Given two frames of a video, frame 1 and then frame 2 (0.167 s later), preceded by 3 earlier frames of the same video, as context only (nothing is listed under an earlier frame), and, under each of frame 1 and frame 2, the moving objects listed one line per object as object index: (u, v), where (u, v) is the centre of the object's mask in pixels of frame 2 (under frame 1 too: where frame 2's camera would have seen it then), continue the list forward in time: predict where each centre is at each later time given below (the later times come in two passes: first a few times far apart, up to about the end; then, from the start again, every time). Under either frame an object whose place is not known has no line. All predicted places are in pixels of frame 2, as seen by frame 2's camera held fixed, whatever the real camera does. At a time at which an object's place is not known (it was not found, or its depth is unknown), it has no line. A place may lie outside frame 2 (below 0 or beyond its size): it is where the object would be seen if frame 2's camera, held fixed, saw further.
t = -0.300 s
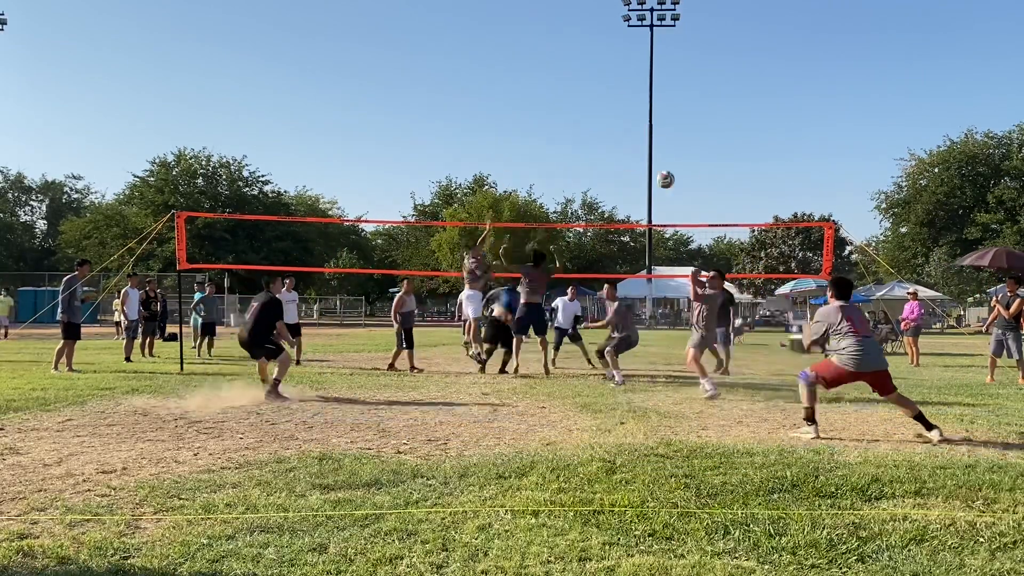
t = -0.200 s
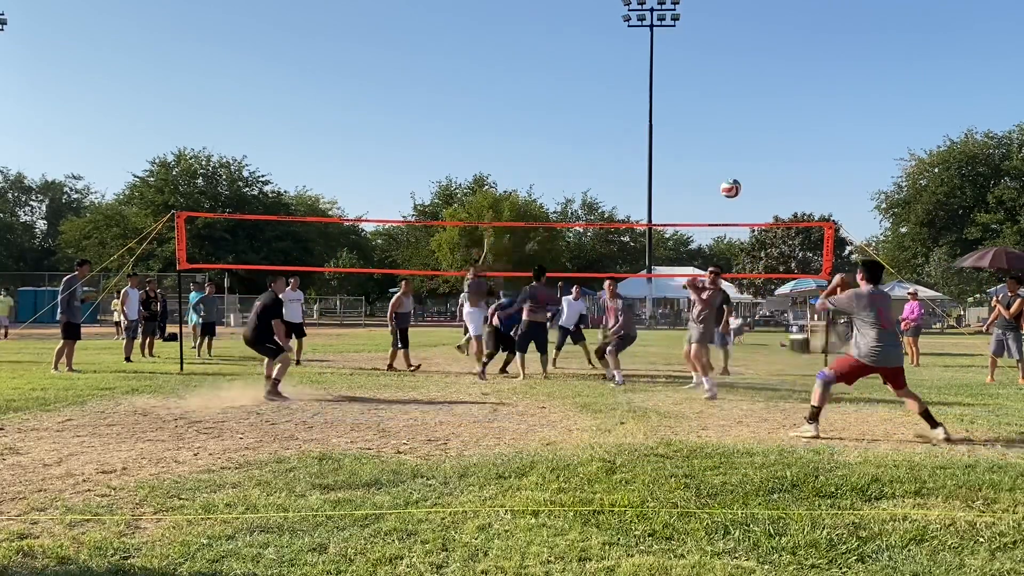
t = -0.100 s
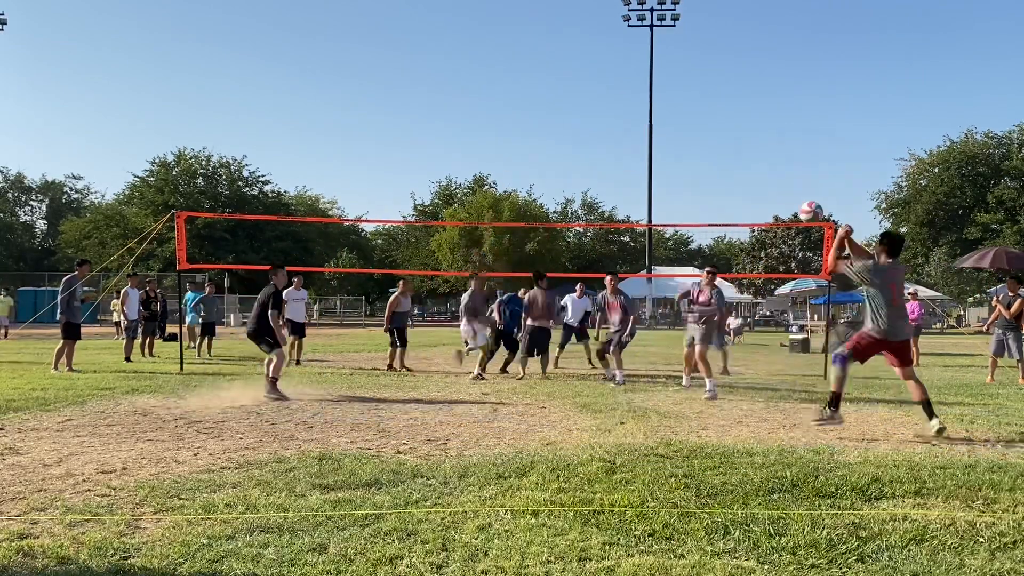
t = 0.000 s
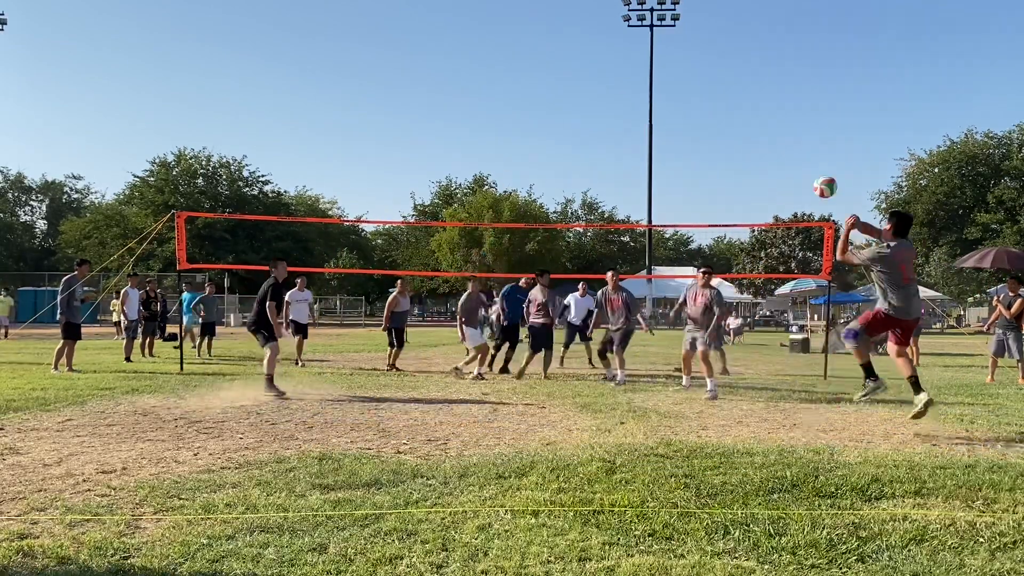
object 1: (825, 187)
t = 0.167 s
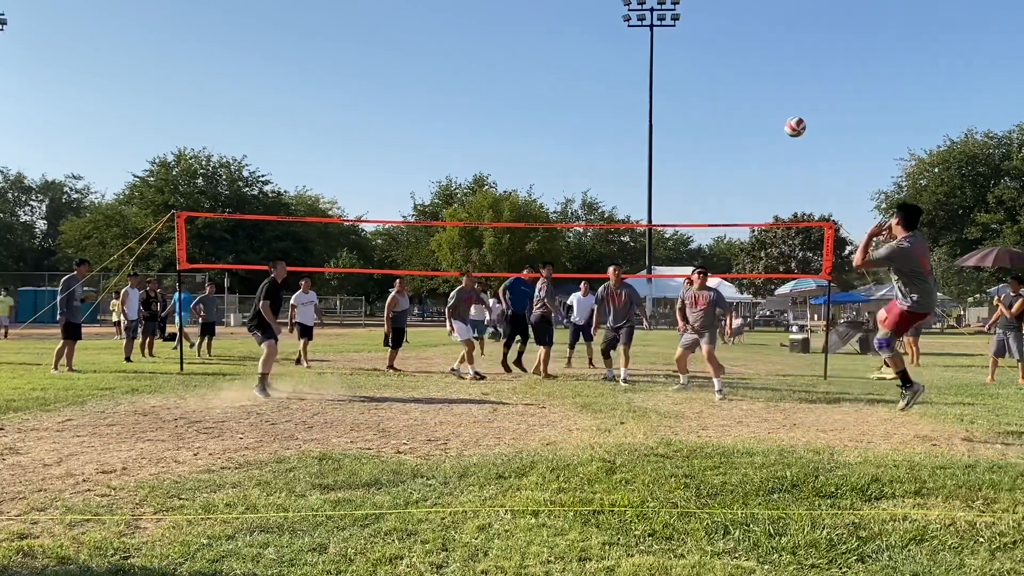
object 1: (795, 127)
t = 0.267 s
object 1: (780, 108)
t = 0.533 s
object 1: (747, 108)
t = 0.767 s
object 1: (726, 150)
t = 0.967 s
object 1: (711, 209)
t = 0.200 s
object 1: (789, 119)
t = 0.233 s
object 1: (784, 113)
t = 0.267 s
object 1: (780, 108)
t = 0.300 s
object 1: (775, 105)
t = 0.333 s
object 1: (770, 102)
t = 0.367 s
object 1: (766, 101)
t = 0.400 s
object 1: (762, 100)
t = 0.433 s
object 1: (758, 101)
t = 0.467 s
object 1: (754, 102)
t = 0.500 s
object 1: (751, 105)
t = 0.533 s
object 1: (747, 108)
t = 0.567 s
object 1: (744, 112)
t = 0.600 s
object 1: (740, 116)
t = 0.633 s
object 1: (738, 122)
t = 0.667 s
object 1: (735, 128)
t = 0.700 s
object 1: (732, 134)
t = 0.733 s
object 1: (729, 142)
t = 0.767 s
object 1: (726, 150)
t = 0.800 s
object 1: (723, 158)
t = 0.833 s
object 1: (721, 167)
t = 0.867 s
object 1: (718, 177)
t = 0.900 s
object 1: (716, 187)
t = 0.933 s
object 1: (714, 198)
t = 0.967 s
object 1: (711, 209)
